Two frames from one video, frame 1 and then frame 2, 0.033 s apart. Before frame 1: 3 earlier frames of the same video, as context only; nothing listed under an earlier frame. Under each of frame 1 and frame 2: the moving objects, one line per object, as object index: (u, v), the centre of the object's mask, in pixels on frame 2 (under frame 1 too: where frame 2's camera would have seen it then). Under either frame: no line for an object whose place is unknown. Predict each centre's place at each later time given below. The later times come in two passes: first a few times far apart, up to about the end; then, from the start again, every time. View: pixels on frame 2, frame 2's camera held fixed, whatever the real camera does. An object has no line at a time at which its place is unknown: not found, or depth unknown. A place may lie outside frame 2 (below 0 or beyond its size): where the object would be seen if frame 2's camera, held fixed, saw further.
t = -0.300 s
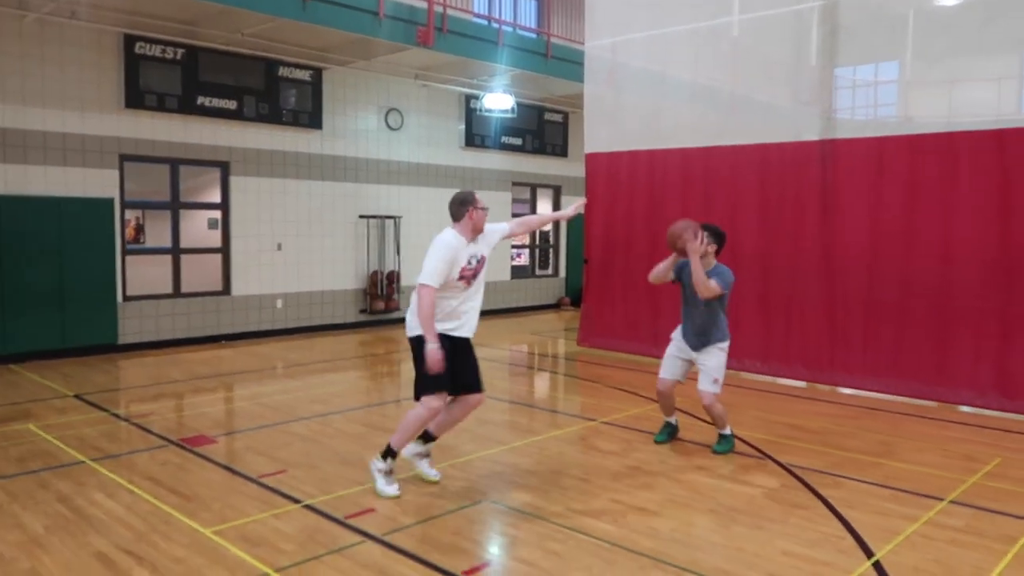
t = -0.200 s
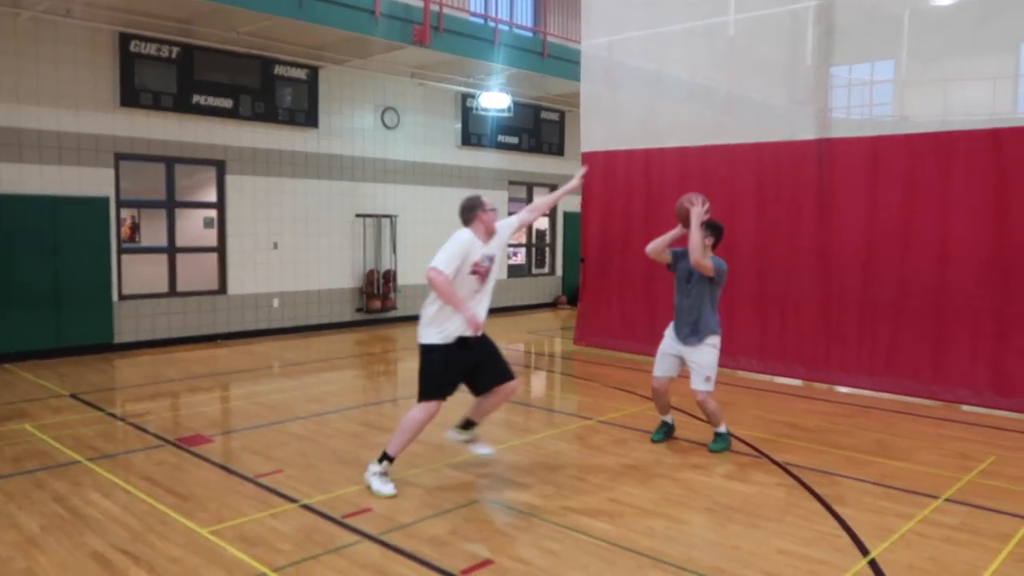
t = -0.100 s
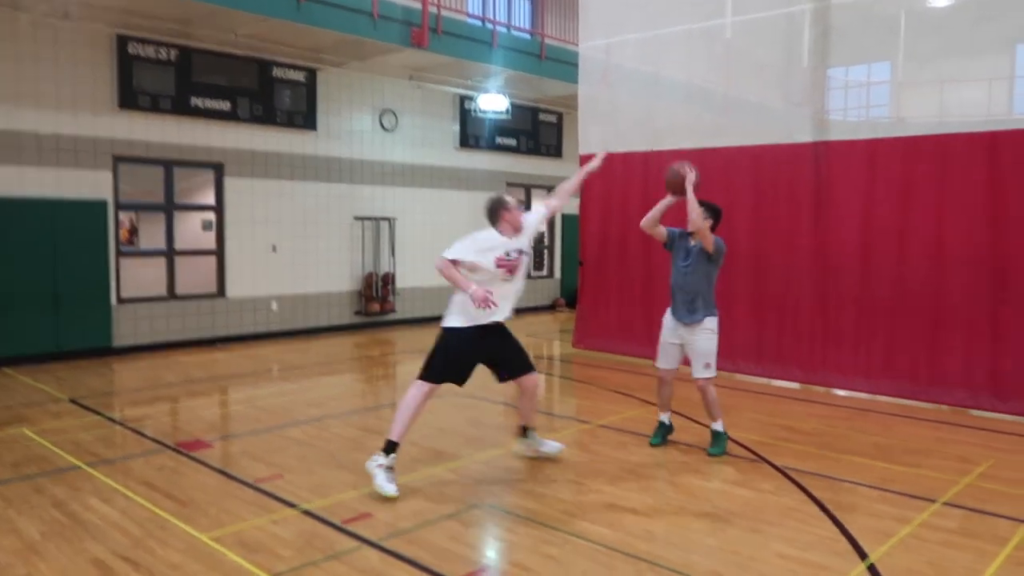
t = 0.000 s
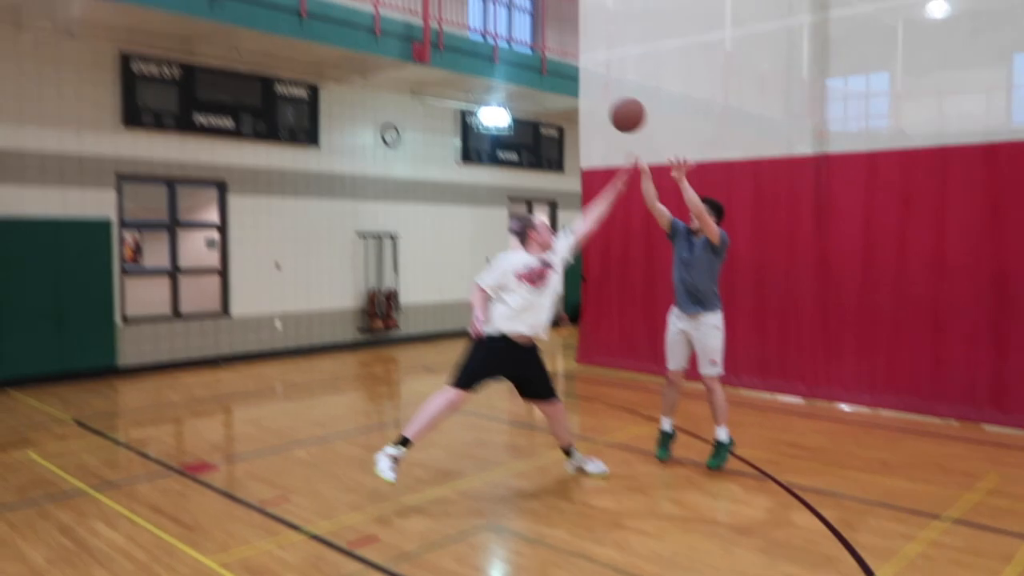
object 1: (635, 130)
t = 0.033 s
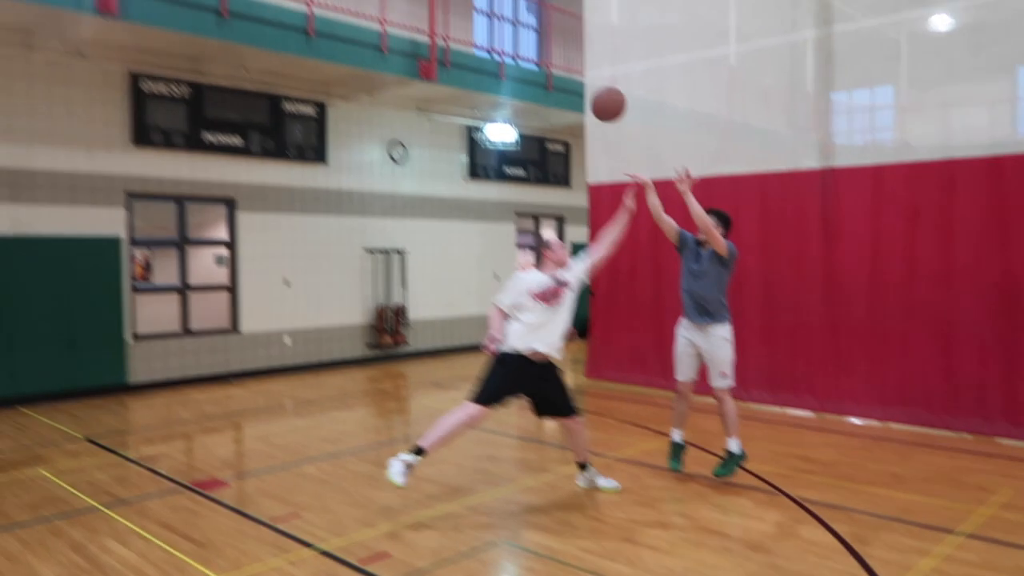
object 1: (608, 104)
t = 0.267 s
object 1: (420, -40)
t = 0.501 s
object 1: (226, -106)
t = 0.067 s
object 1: (582, 80)
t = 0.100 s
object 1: (556, 56)
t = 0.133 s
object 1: (530, 35)
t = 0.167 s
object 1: (503, 16)
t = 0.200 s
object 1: (475, -4)
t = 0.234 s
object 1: (448, -23)
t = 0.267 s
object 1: (420, -40)
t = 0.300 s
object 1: (394, -53)
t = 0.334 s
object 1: (366, -66)
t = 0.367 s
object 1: (339, -77)
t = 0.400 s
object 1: (311, -87)
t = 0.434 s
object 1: (283, -95)
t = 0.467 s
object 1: (255, -101)
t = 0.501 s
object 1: (226, -106)
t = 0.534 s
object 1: (197, -109)
